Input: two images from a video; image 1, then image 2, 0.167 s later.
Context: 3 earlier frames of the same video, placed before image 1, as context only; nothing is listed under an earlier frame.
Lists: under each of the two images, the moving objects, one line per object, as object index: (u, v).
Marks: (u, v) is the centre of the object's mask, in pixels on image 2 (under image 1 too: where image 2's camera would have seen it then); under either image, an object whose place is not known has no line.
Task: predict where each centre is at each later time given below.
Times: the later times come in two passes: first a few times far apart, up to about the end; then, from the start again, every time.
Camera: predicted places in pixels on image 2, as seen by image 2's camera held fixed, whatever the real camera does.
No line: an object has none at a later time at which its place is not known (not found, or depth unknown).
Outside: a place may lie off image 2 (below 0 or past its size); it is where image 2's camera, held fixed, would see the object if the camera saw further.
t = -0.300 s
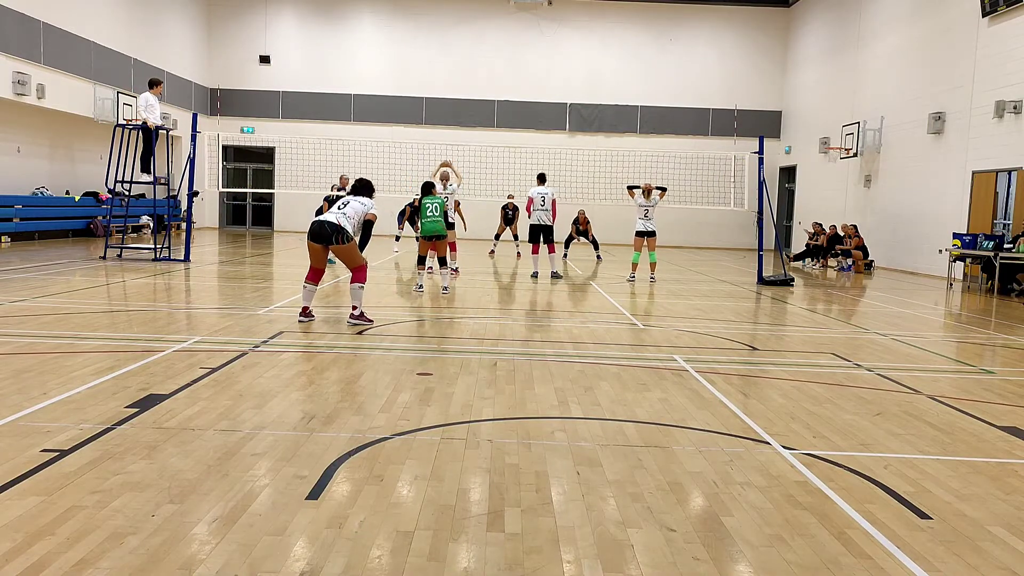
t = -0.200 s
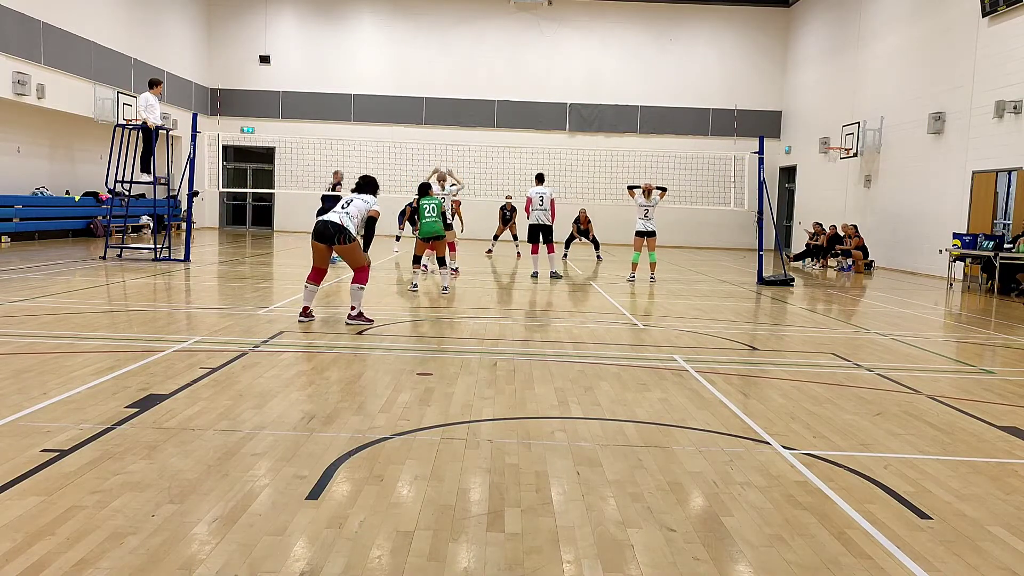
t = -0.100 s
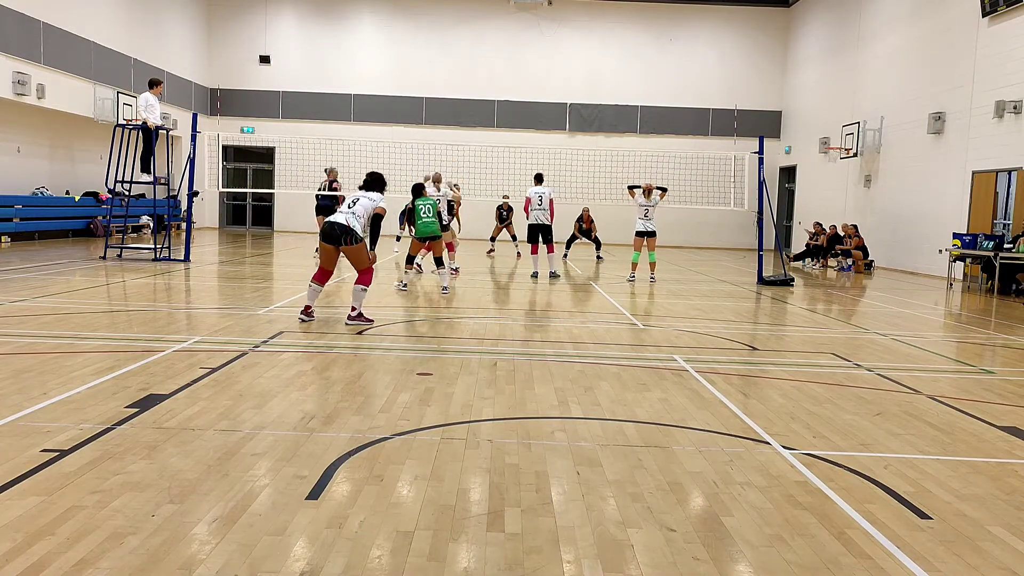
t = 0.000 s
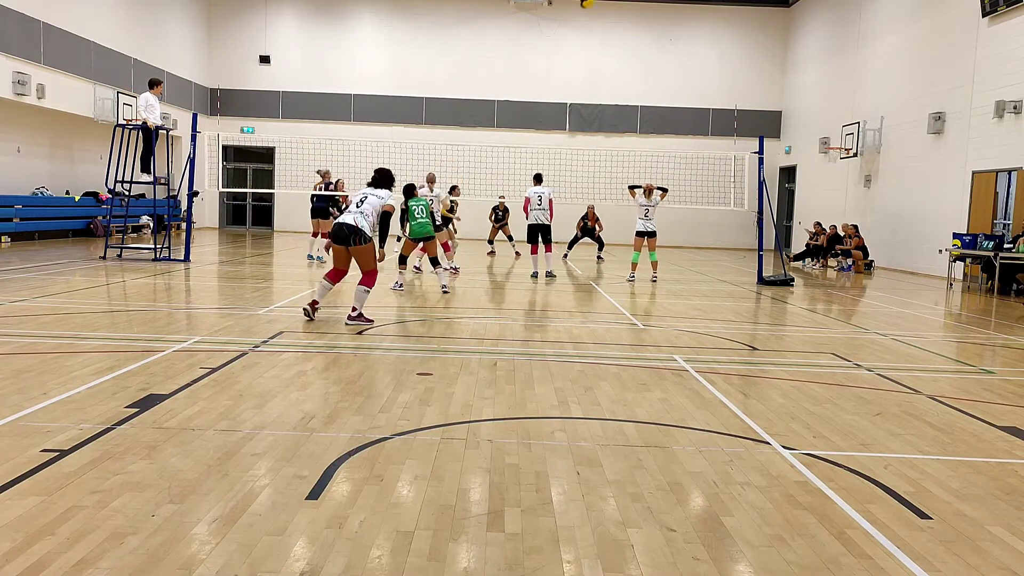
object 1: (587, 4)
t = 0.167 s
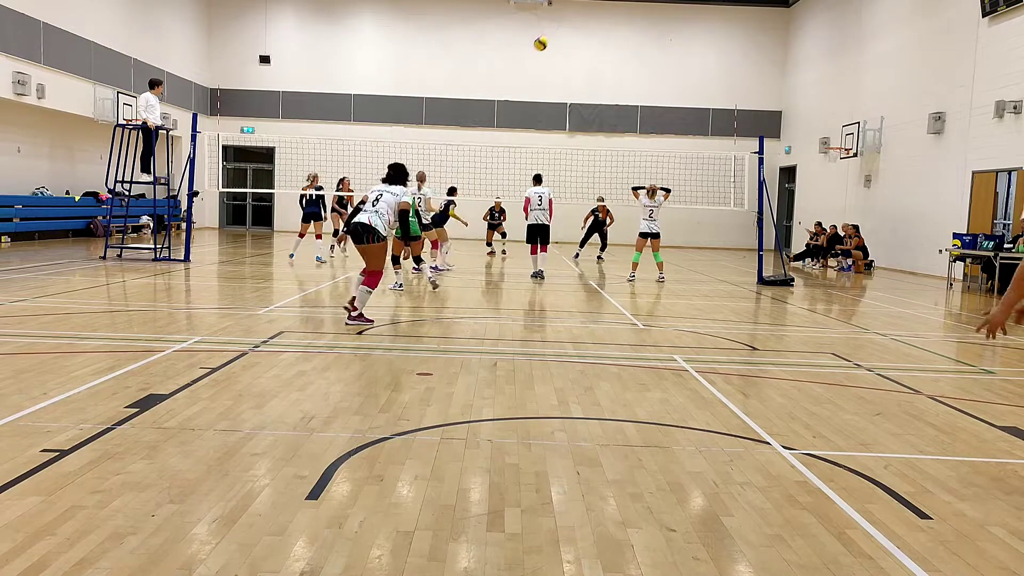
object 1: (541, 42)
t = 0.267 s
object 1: (520, 70)
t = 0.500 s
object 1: (484, 133)
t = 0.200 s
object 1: (534, 51)
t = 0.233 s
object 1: (526, 61)
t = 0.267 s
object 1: (520, 70)
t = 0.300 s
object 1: (514, 78)
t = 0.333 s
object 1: (508, 87)
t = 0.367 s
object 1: (503, 95)
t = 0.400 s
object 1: (498, 104)
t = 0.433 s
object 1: (492, 114)
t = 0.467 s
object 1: (488, 123)
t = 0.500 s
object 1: (484, 133)
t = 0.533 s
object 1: (480, 141)
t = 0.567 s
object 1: (476, 151)
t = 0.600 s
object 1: (473, 160)
